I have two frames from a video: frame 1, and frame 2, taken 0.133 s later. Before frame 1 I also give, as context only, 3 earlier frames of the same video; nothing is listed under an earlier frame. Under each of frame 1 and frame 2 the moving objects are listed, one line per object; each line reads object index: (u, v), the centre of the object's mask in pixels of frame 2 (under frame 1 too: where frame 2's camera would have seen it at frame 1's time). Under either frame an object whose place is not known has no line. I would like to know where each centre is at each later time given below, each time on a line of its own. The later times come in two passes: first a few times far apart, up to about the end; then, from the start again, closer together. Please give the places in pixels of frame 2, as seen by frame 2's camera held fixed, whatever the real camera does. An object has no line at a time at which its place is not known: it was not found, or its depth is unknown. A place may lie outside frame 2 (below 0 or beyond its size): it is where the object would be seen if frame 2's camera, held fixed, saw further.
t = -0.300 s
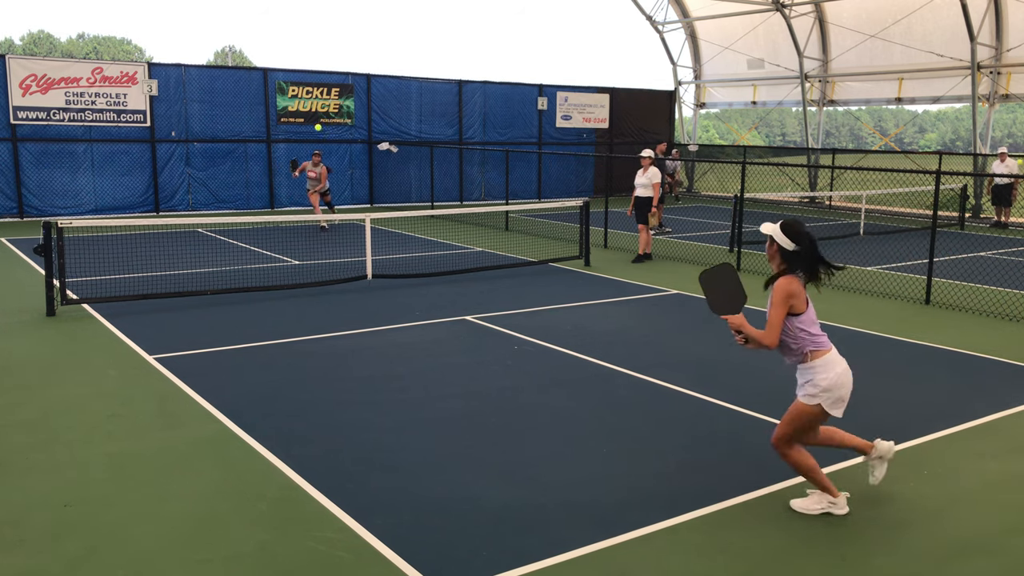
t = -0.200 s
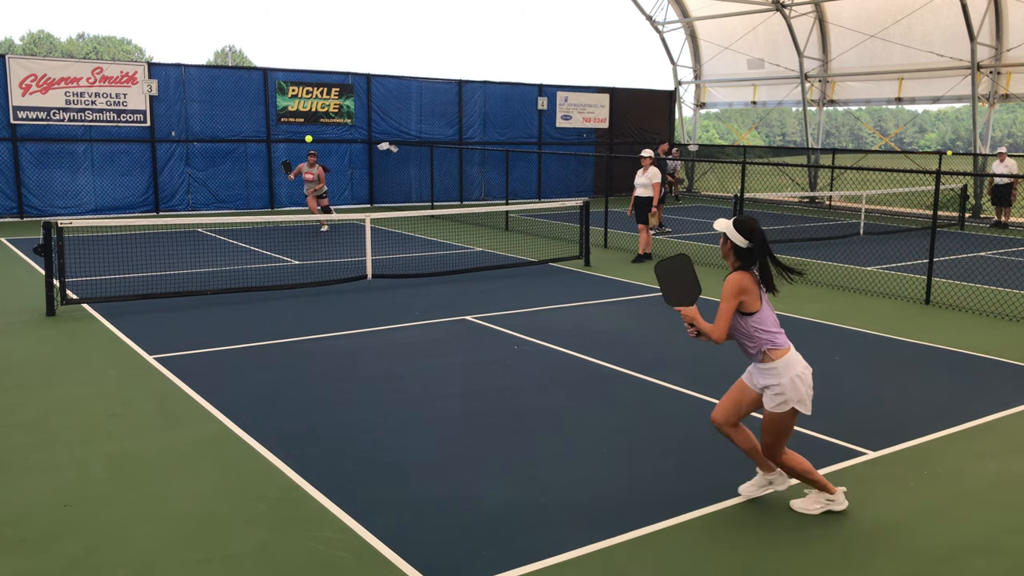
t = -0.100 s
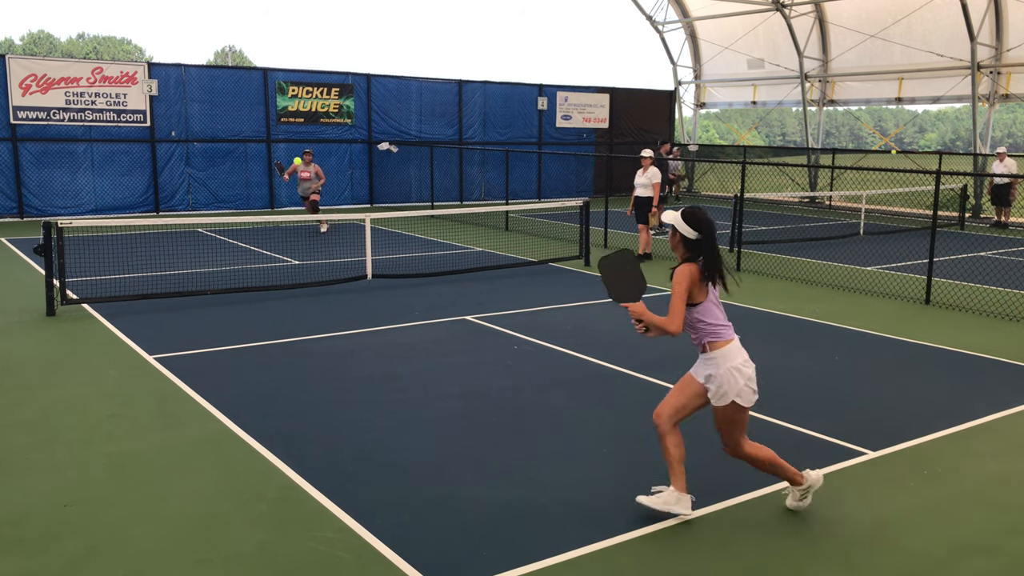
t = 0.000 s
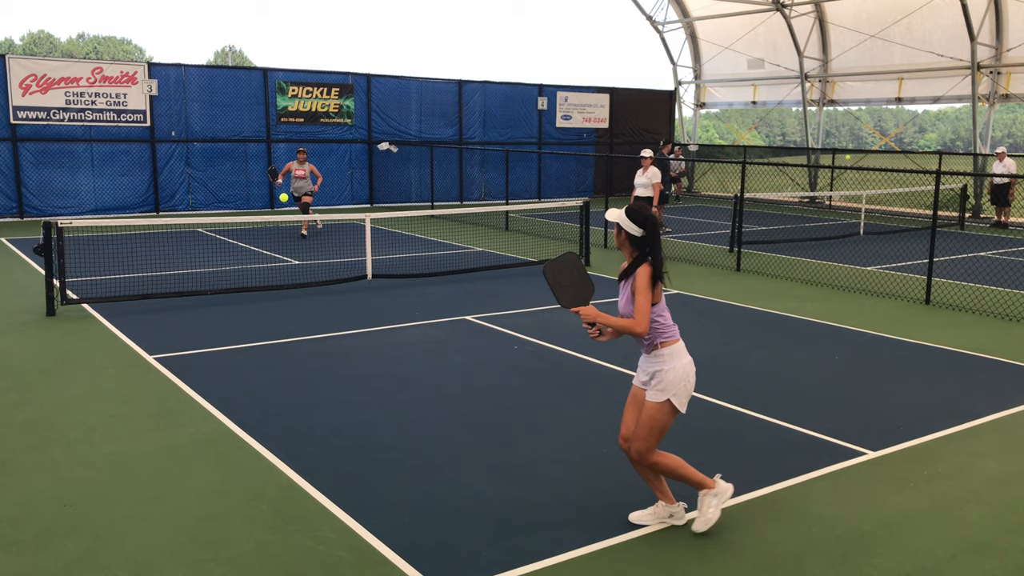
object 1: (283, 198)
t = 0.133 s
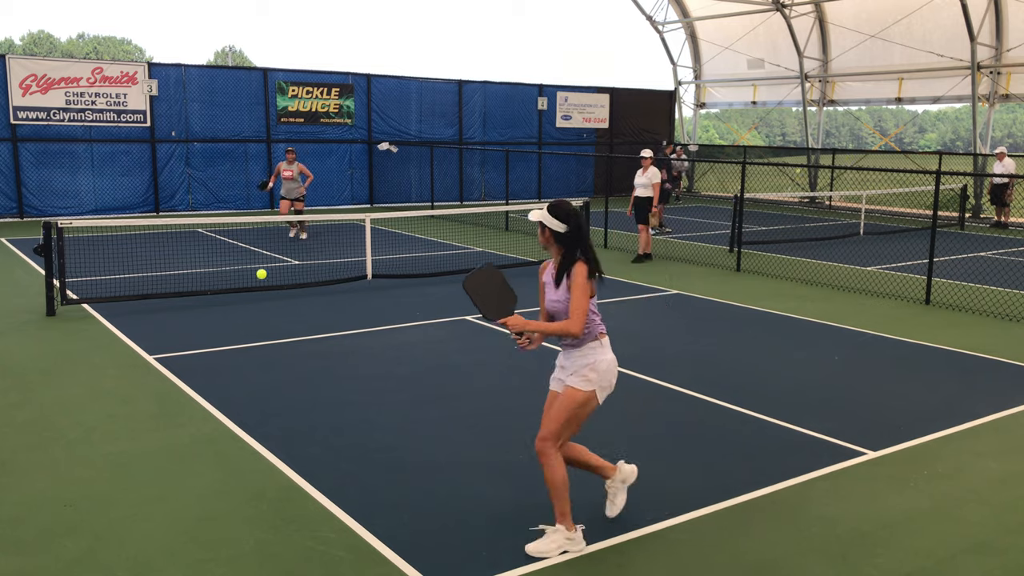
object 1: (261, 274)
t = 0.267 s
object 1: (231, 393)
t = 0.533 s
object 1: (175, 349)
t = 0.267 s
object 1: (231, 393)
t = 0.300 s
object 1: (225, 395)
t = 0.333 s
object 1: (218, 384)
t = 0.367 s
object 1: (211, 374)
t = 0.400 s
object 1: (206, 366)
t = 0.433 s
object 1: (199, 359)
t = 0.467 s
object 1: (191, 354)
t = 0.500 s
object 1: (184, 351)
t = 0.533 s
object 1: (175, 349)
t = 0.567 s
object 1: (167, 350)
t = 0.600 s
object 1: (158, 352)
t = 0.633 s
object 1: (150, 357)
